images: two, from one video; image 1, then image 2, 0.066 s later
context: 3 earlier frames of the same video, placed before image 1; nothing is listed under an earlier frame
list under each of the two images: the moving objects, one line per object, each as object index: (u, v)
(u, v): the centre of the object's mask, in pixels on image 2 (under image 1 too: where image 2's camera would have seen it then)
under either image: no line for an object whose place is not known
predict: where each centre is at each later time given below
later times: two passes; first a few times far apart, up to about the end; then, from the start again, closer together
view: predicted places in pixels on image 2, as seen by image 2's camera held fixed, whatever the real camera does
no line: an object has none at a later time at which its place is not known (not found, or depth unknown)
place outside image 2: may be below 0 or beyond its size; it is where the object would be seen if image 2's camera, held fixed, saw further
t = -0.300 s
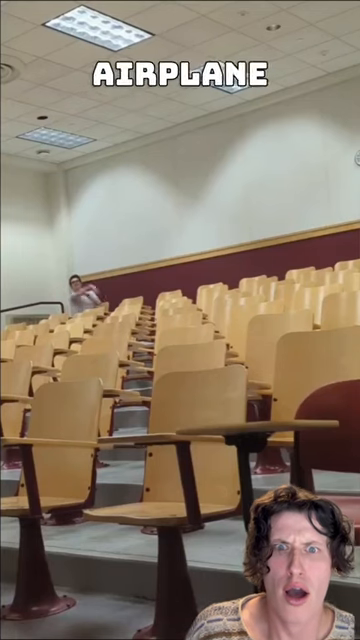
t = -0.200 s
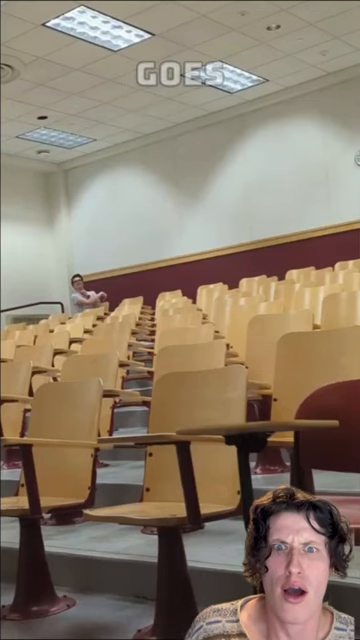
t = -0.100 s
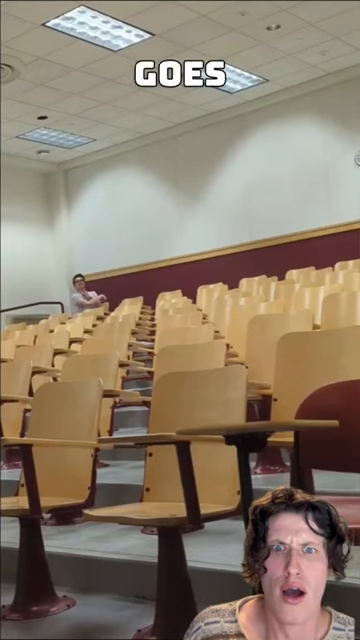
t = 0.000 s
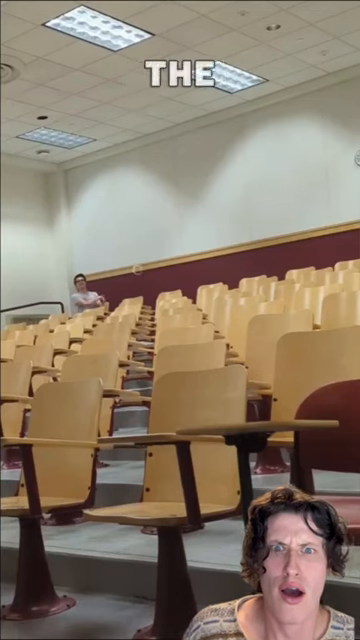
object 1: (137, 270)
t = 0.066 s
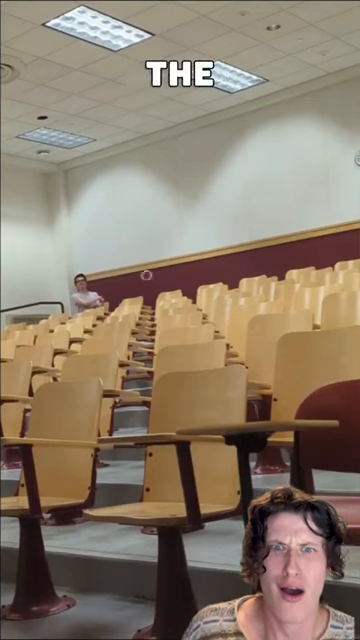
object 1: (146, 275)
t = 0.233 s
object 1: (165, 285)
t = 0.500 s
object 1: (202, 284)
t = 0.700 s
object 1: (268, 264)
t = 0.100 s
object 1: (149, 276)
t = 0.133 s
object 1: (154, 280)
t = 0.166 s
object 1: (158, 282)
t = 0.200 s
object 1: (163, 284)
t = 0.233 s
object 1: (165, 285)
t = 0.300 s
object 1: (173, 285)
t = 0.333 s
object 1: (180, 287)
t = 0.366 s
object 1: (184, 288)
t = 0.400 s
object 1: (189, 289)
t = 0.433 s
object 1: (191, 290)
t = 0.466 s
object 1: (197, 288)
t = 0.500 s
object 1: (202, 284)
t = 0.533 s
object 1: (213, 279)
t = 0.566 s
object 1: (221, 280)
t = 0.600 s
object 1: (233, 281)
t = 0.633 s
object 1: (237, 278)
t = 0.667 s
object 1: (256, 269)
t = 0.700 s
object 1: (268, 264)
